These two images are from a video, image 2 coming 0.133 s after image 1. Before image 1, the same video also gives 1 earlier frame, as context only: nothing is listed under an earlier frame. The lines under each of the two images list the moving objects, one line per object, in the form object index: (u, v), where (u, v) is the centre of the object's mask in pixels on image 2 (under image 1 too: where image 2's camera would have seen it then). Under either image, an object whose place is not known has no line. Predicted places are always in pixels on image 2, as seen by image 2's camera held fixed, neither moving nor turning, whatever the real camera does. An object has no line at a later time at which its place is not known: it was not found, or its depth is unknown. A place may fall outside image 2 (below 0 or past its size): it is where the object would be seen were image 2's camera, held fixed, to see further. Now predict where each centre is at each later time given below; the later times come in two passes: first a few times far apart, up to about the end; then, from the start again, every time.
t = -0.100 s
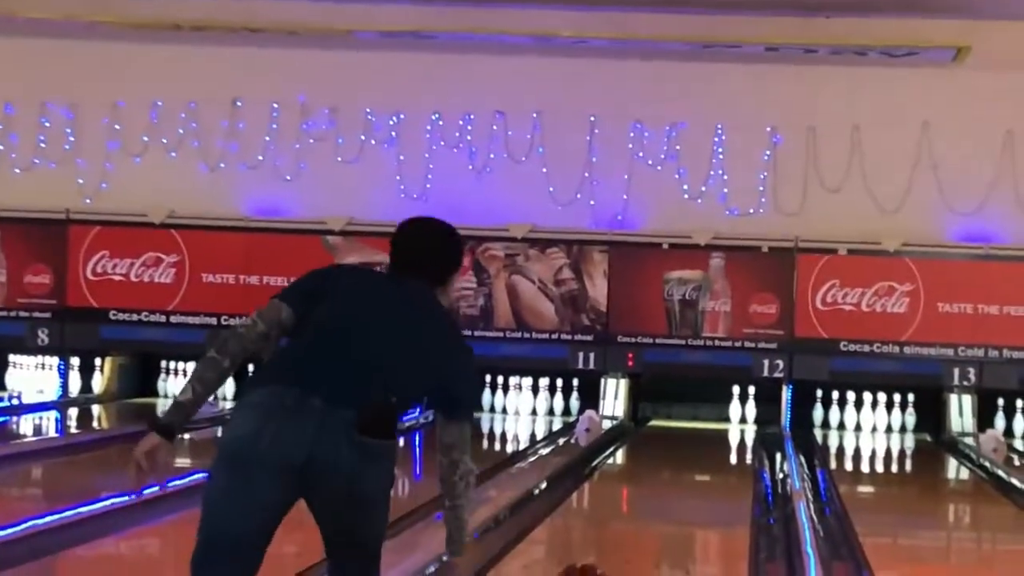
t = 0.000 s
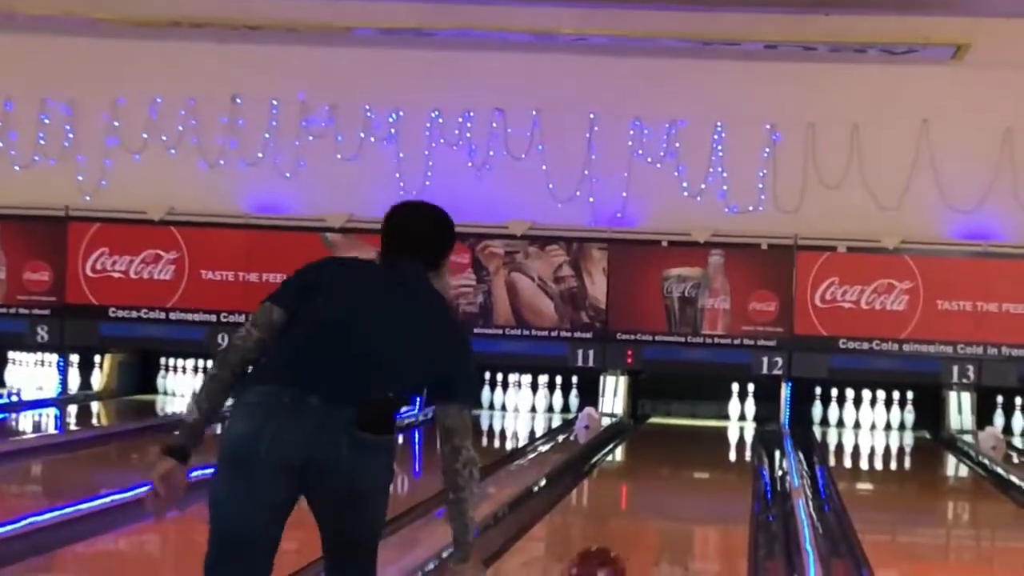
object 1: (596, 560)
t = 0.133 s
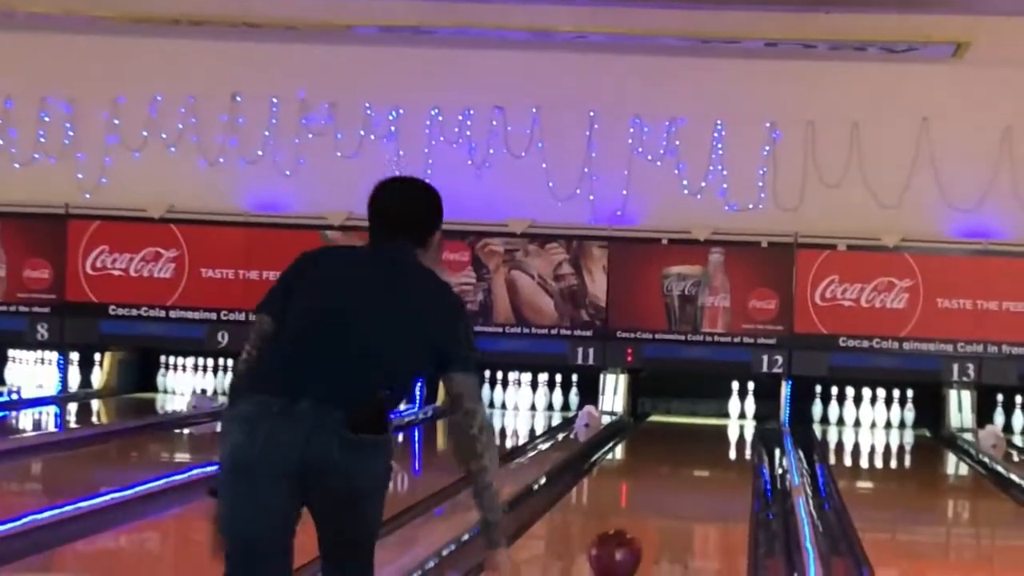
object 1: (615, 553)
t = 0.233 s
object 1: (626, 545)
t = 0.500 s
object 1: (652, 519)
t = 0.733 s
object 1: (670, 500)
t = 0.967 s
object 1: (687, 485)
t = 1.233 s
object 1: (701, 473)
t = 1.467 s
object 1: (713, 462)
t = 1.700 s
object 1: (721, 452)
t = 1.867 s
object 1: (725, 446)
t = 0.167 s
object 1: (619, 552)
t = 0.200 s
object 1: (623, 548)
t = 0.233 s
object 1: (626, 545)
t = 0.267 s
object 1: (630, 541)
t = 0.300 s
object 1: (634, 538)
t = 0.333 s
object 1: (637, 534)
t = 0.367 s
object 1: (640, 531)
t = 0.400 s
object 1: (643, 527)
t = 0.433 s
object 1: (646, 524)
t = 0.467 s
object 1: (649, 522)
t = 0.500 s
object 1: (652, 519)
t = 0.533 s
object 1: (655, 516)
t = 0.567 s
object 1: (658, 513)
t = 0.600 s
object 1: (660, 510)
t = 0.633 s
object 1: (663, 508)
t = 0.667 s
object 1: (665, 505)
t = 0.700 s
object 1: (667, 502)
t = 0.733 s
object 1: (670, 500)
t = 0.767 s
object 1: (673, 498)
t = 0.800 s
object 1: (675, 496)
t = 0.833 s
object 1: (678, 494)
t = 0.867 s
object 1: (681, 491)
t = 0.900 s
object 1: (682, 490)
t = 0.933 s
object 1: (685, 487)
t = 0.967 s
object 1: (687, 485)
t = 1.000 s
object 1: (689, 484)
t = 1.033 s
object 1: (691, 482)
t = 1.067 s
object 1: (693, 480)
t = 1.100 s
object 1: (694, 479)
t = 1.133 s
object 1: (696, 477)
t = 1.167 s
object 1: (697, 477)
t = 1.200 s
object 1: (699, 475)
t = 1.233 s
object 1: (701, 473)
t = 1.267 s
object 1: (703, 471)
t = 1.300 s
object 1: (704, 470)
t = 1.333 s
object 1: (706, 468)
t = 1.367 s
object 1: (707, 466)
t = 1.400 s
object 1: (709, 464)
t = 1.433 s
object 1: (711, 463)
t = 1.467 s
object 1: (713, 462)
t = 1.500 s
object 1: (715, 460)
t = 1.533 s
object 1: (716, 457)
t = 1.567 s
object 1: (717, 457)
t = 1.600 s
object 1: (718, 455)
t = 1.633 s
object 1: (719, 454)
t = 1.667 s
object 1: (720, 453)
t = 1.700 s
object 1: (721, 452)
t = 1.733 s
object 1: (722, 451)
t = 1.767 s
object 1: (723, 449)
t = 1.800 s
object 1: (725, 448)
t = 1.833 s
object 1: (725, 447)
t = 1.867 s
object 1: (725, 446)
